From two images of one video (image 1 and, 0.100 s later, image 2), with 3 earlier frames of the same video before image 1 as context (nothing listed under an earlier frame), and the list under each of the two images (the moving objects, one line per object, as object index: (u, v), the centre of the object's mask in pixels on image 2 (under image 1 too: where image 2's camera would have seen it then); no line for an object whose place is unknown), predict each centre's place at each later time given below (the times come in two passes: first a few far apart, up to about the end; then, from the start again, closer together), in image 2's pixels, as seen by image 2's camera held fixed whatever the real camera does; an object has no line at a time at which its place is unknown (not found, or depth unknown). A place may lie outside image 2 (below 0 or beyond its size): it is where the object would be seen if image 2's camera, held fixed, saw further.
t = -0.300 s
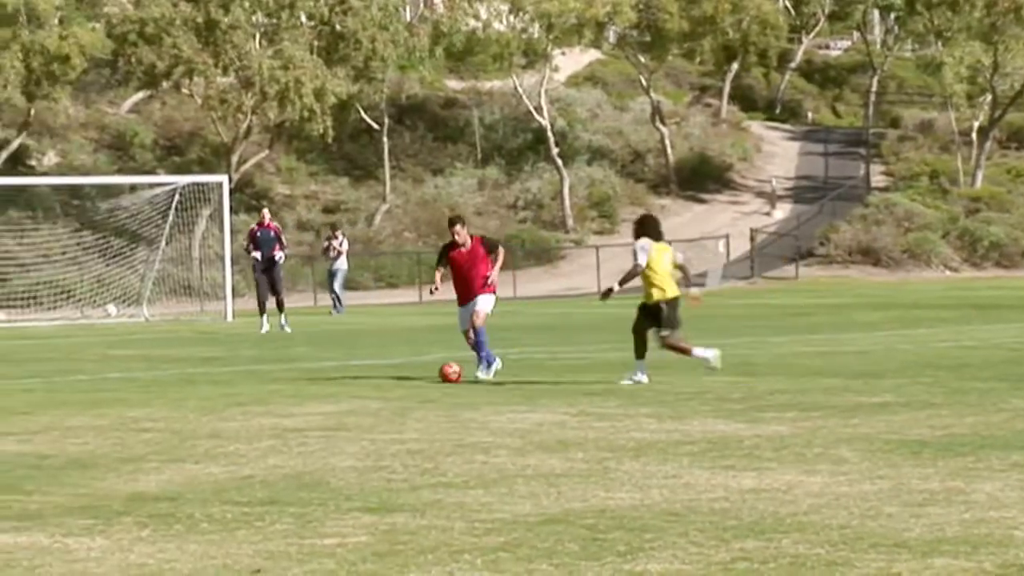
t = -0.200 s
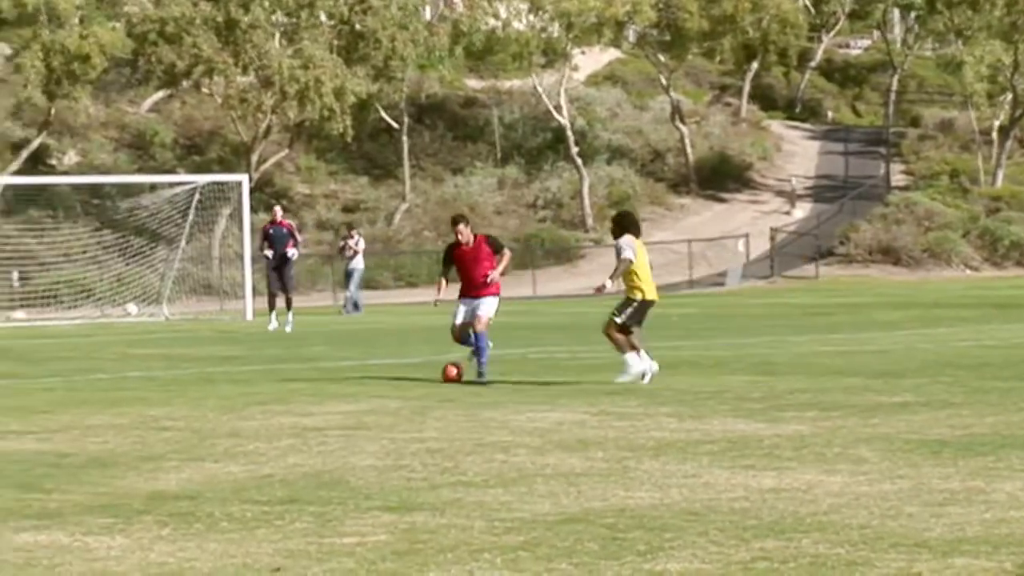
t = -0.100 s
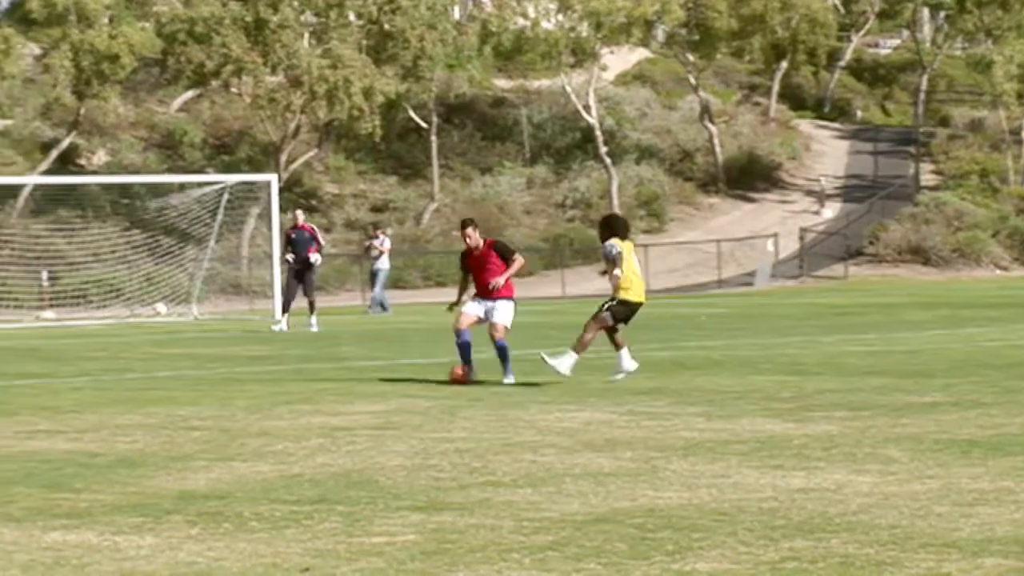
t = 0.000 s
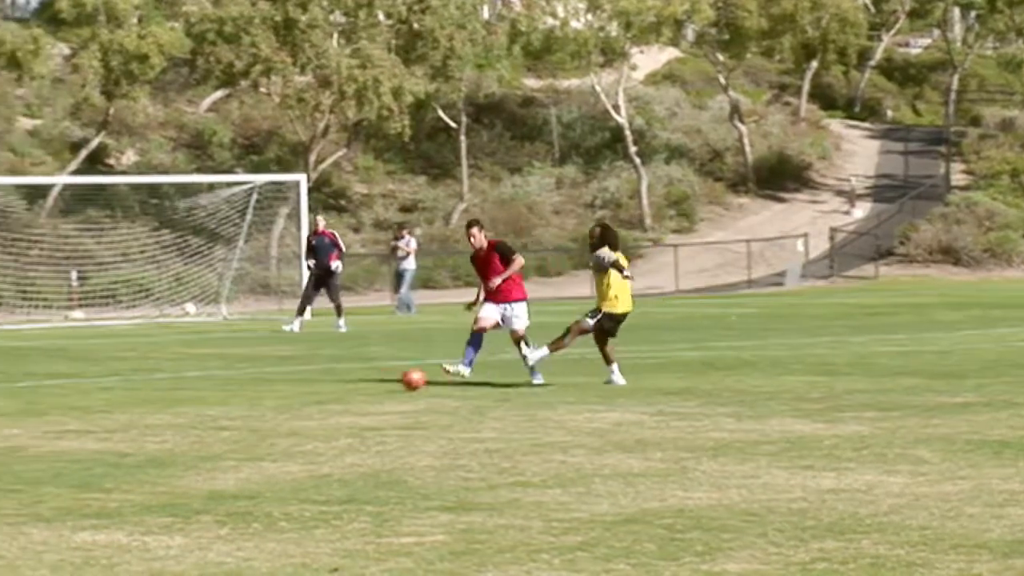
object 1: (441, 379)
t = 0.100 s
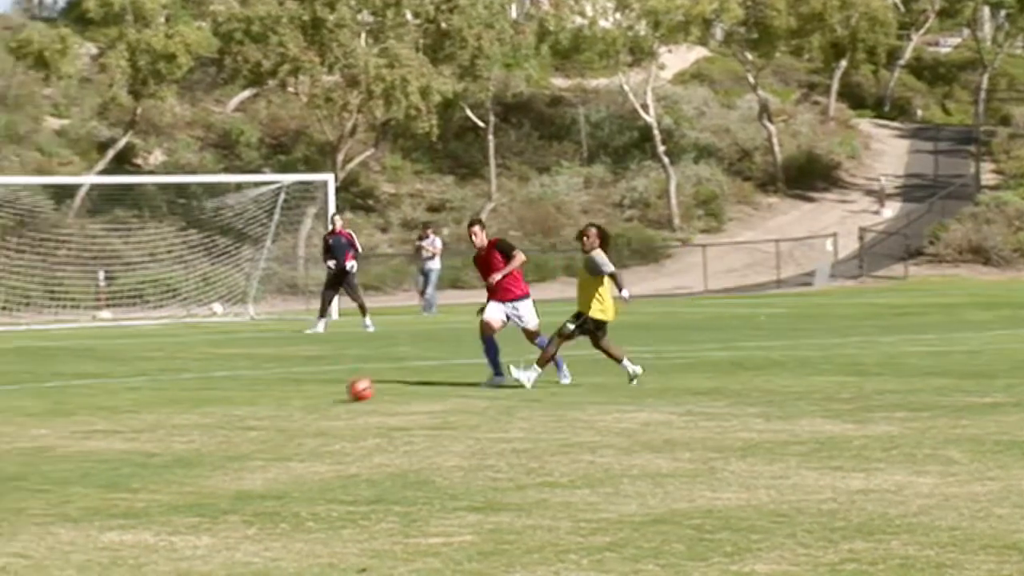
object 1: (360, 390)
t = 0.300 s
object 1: (193, 412)
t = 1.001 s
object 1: (-397, 493)
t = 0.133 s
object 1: (332, 394)
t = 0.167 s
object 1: (305, 397)
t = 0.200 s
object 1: (277, 401)
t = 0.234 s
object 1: (249, 404)
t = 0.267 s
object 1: (220, 408)
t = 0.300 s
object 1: (193, 412)
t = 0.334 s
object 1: (165, 415)
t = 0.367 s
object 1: (136, 418)
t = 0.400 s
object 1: (106, 422)
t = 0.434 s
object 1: (78, 426)
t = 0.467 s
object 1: (51, 428)
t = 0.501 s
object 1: (22, 431)
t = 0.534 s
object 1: (-7, 436)
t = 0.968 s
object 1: (-369, 486)
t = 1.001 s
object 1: (-397, 493)
